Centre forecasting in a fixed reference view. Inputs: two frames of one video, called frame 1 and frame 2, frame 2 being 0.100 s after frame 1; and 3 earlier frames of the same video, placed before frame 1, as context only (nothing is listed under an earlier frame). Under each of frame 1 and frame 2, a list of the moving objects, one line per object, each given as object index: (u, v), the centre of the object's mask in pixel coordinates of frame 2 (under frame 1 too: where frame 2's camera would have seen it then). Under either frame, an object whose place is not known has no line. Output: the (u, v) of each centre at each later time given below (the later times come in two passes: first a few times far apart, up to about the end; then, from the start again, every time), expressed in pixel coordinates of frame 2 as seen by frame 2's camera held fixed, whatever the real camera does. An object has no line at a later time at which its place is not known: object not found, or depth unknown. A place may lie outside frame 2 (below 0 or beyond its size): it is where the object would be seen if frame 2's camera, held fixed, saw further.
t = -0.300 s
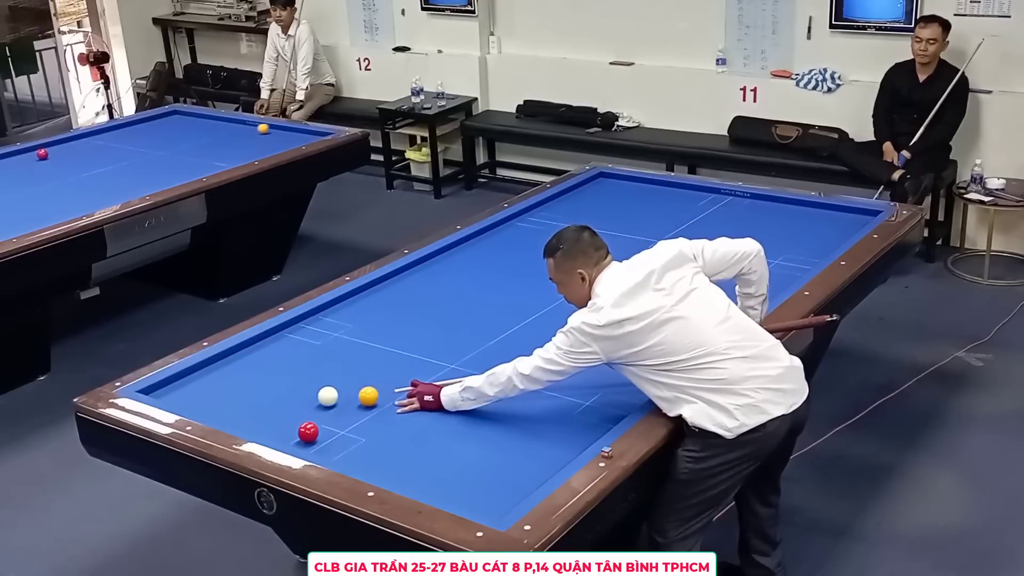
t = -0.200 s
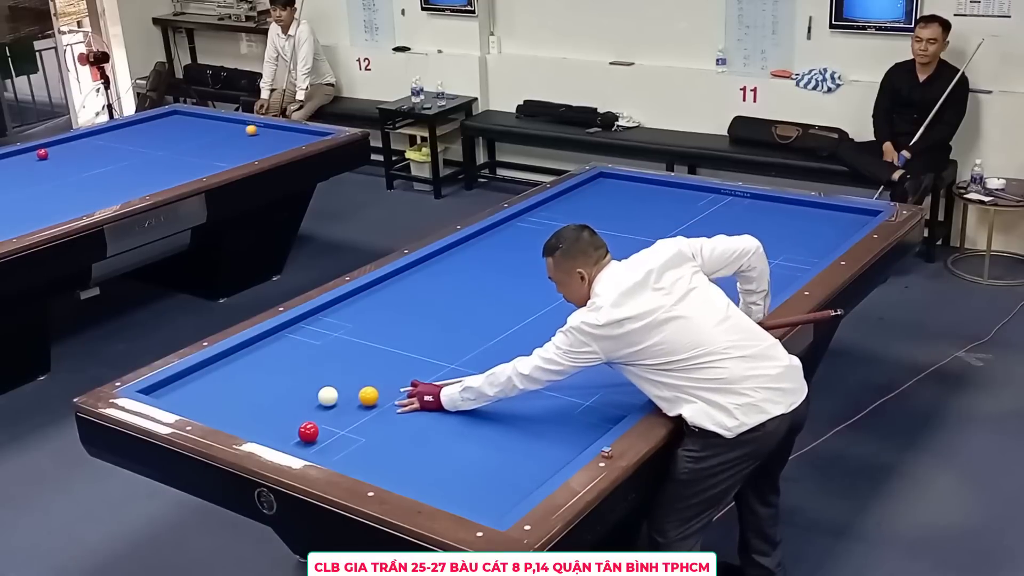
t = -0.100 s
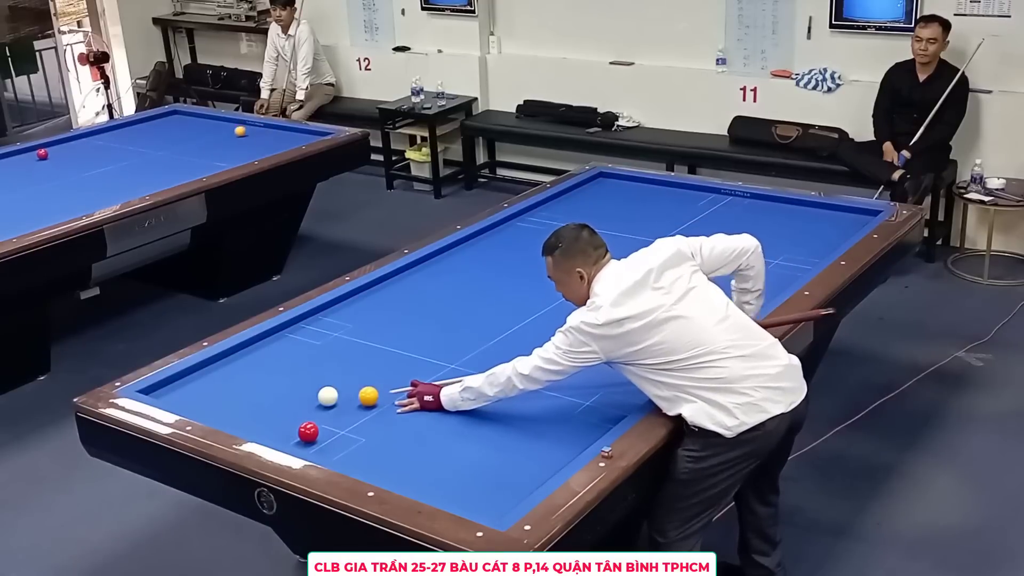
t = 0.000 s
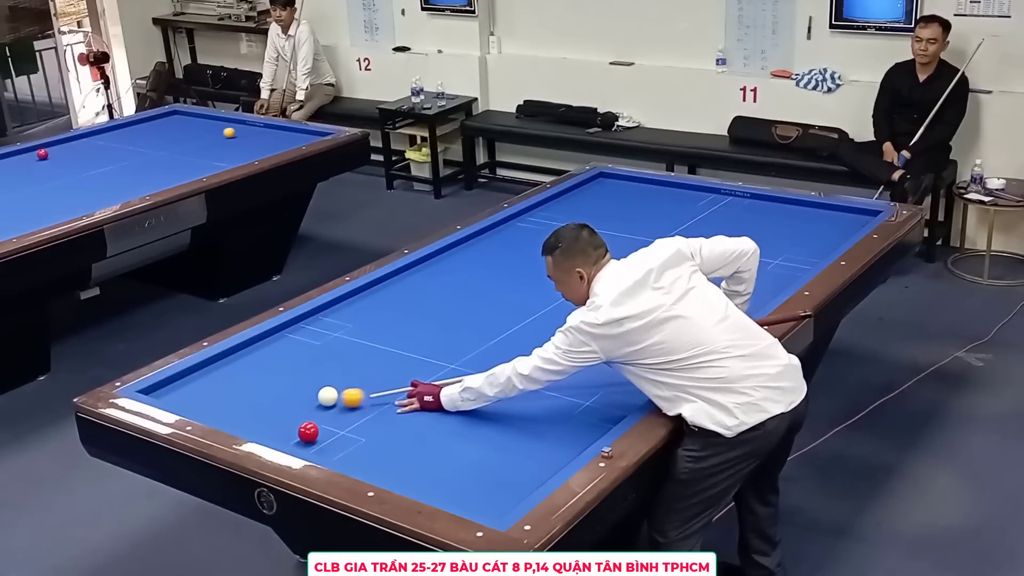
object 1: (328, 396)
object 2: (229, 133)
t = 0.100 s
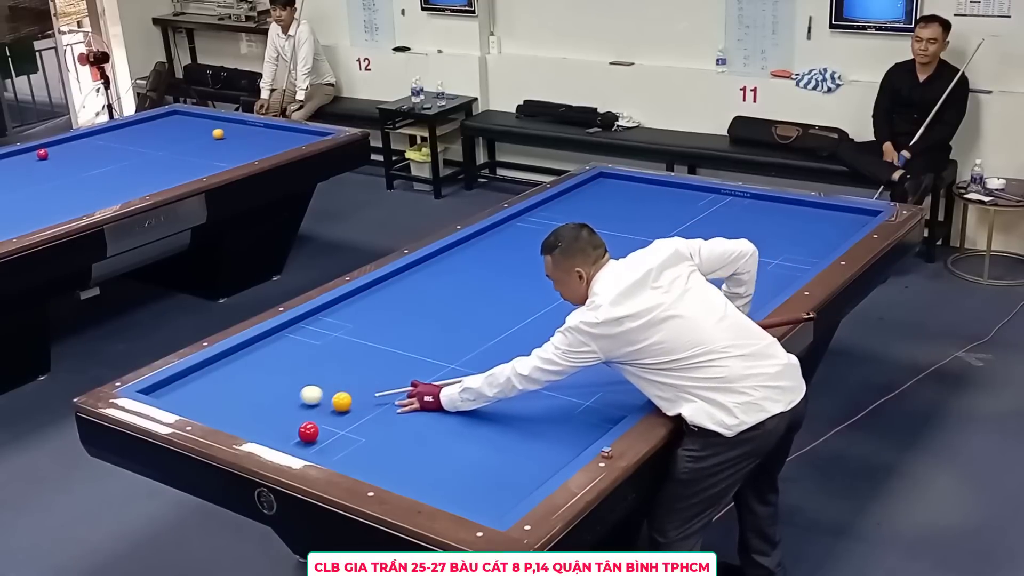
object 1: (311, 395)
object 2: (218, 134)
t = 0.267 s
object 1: (284, 393)
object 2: (200, 136)
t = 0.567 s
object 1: (236, 390)
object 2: (166, 140)
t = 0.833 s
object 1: (196, 388)
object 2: (137, 143)
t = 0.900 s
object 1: (185, 387)
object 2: (130, 144)
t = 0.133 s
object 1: (305, 395)
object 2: (214, 135)
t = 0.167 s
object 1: (300, 394)
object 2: (211, 135)
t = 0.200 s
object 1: (294, 394)
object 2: (207, 135)
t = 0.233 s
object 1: (289, 394)
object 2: (203, 136)
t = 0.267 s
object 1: (284, 393)
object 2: (200, 136)
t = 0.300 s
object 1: (278, 393)
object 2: (196, 137)
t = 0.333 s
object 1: (273, 392)
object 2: (192, 137)
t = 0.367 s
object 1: (267, 392)
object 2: (188, 137)
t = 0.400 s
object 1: (262, 392)
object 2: (185, 138)
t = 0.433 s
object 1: (257, 392)
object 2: (181, 138)
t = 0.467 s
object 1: (251, 391)
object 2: (177, 139)
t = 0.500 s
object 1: (246, 391)
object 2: (174, 139)
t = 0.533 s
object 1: (241, 391)
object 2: (170, 139)
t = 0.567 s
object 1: (236, 390)
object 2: (166, 140)
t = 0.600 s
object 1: (231, 390)
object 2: (163, 140)
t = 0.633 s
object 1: (226, 390)
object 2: (159, 141)
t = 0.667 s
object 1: (220, 389)
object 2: (155, 141)
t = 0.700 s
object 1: (215, 389)
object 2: (152, 142)
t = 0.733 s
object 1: (210, 389)
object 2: (148, 142)
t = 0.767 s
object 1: (205, 389)
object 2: (144, 142)
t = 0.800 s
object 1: (200, 388)
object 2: (141, 143)
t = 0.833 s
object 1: (196, 388)
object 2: (137, 143)
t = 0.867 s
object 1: (190, 388)
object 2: (133, 144)
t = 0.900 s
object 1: (185, 387)
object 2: (130, 144)
